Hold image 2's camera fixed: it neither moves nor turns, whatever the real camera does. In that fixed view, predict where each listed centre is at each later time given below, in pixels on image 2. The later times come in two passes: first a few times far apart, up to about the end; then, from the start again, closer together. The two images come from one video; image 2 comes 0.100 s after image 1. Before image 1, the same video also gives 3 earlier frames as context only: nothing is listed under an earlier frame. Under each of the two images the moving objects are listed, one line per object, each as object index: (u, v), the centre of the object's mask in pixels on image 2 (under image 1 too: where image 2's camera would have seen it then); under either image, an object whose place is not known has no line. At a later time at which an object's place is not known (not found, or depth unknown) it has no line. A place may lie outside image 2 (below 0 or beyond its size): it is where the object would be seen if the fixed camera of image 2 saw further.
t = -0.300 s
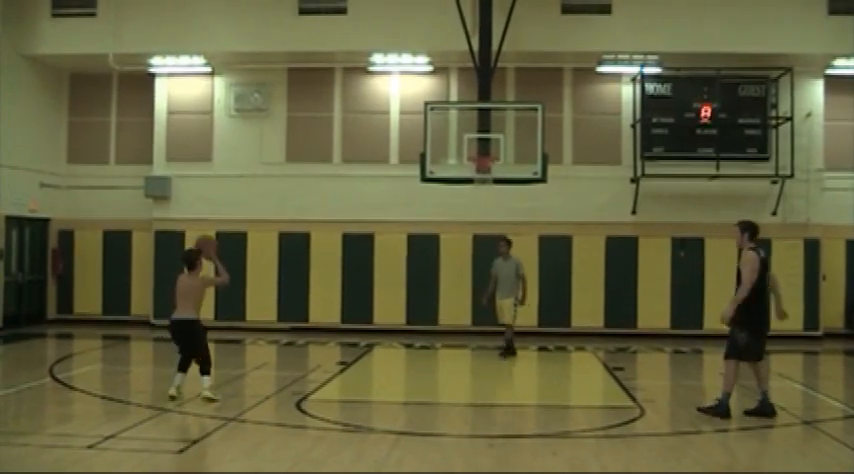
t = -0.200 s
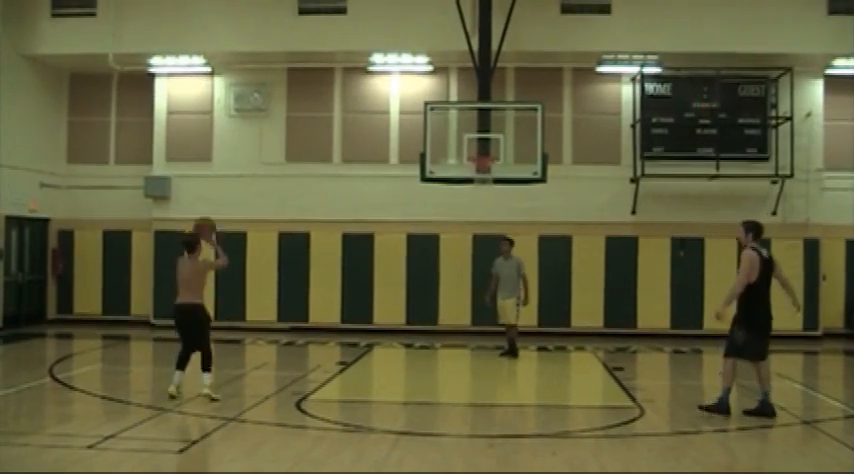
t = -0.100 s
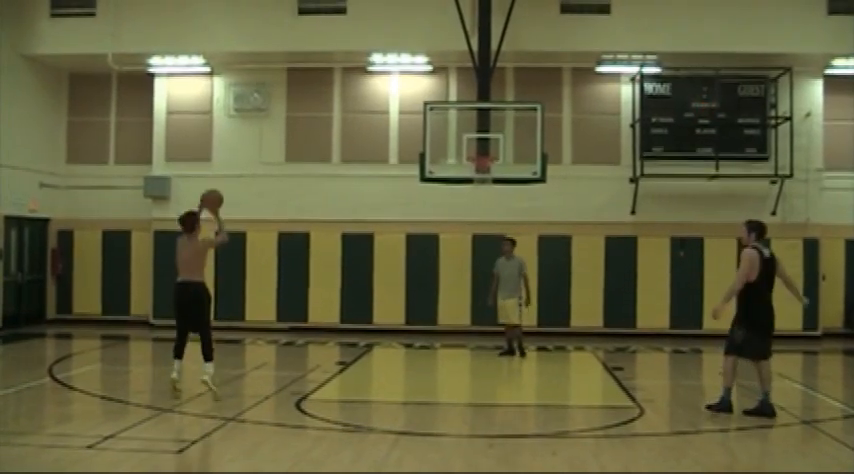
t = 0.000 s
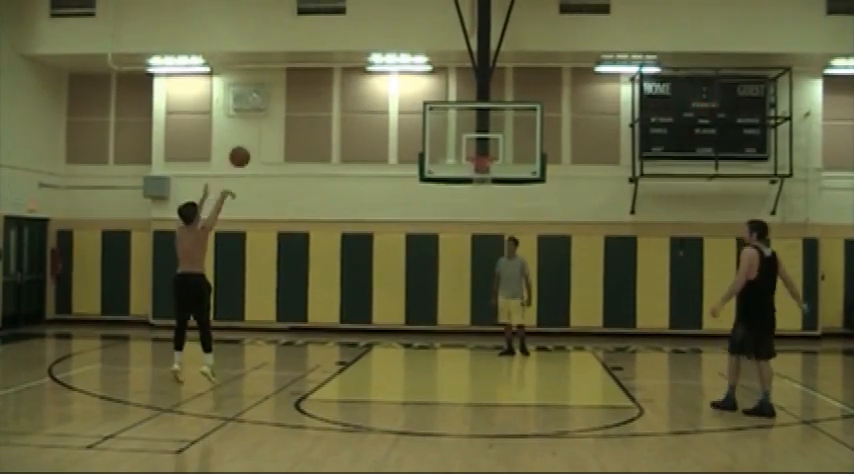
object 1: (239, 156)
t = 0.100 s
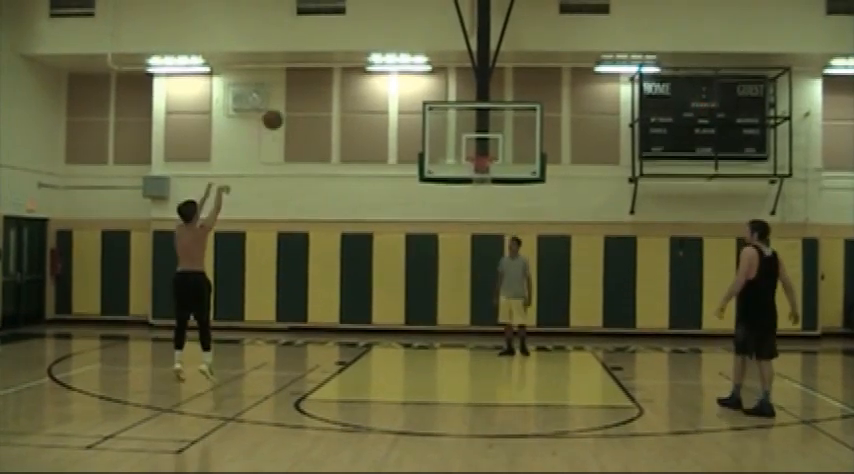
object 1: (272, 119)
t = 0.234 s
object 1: (312, 88)
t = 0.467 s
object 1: (377, 63)
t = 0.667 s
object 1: (424, 77)
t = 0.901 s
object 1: (470, 123)
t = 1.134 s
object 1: (511, 137)
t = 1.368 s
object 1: (548, 139)
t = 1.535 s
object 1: (573, 165)
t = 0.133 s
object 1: (283, 109)
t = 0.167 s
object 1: (292, 101)
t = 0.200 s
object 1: (303, 94)
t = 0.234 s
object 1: (312, 88)
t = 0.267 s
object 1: (323, 81)
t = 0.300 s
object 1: (335, 76)
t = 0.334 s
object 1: (342, 70)
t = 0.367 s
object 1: (350, 68)
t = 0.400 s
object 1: (360, 65)
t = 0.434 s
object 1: (367, 64)
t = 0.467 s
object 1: (377, 63)
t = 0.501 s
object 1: (385, 64)
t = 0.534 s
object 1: (393, 65)
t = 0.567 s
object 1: (401, 67)
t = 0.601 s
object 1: (408, 70)
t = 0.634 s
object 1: (417, 72)
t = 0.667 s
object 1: (424, 77)
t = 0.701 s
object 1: (431, 81)
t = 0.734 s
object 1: (438, 87)
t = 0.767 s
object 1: (445, 93)
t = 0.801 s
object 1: (452, 100)
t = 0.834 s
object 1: (458, 107)
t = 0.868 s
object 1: (464, 116)
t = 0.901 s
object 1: (470, 123)
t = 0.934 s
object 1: (477, 131)
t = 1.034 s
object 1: (495, 146)
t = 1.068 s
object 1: (501, 143)
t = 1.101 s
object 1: (506, 139)
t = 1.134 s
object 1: (511, 137)
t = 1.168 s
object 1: (516, 135)
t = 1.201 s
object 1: (520, 134)
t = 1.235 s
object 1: (526, 134)
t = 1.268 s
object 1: (531, 134)
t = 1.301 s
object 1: (536, 135)
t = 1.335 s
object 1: (541, 137)
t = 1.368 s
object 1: (548, 139)
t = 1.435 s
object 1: (557, 147)
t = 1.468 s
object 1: (563, 152)
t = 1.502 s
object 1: (568, 157)
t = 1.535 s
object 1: (573, 165)
